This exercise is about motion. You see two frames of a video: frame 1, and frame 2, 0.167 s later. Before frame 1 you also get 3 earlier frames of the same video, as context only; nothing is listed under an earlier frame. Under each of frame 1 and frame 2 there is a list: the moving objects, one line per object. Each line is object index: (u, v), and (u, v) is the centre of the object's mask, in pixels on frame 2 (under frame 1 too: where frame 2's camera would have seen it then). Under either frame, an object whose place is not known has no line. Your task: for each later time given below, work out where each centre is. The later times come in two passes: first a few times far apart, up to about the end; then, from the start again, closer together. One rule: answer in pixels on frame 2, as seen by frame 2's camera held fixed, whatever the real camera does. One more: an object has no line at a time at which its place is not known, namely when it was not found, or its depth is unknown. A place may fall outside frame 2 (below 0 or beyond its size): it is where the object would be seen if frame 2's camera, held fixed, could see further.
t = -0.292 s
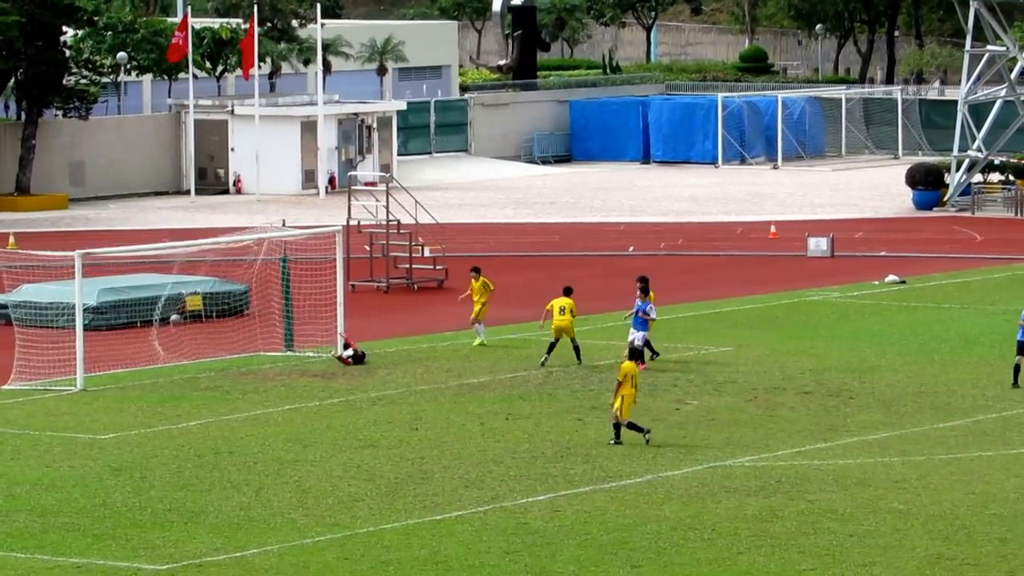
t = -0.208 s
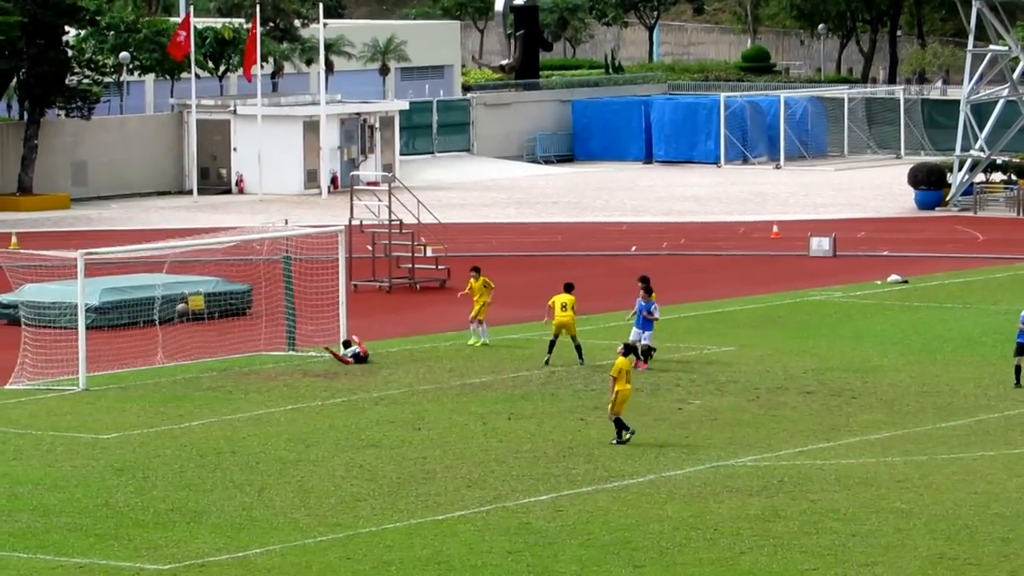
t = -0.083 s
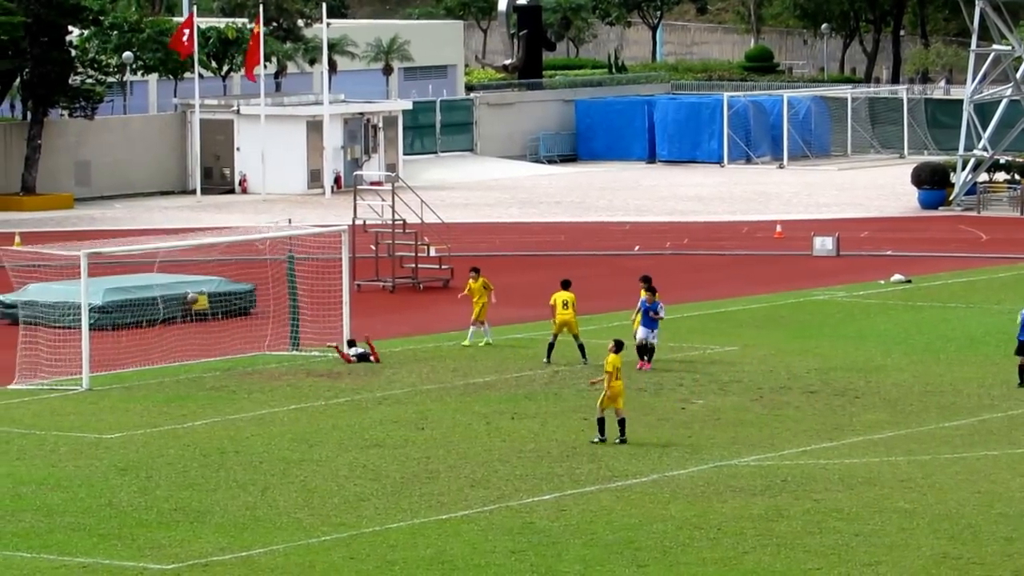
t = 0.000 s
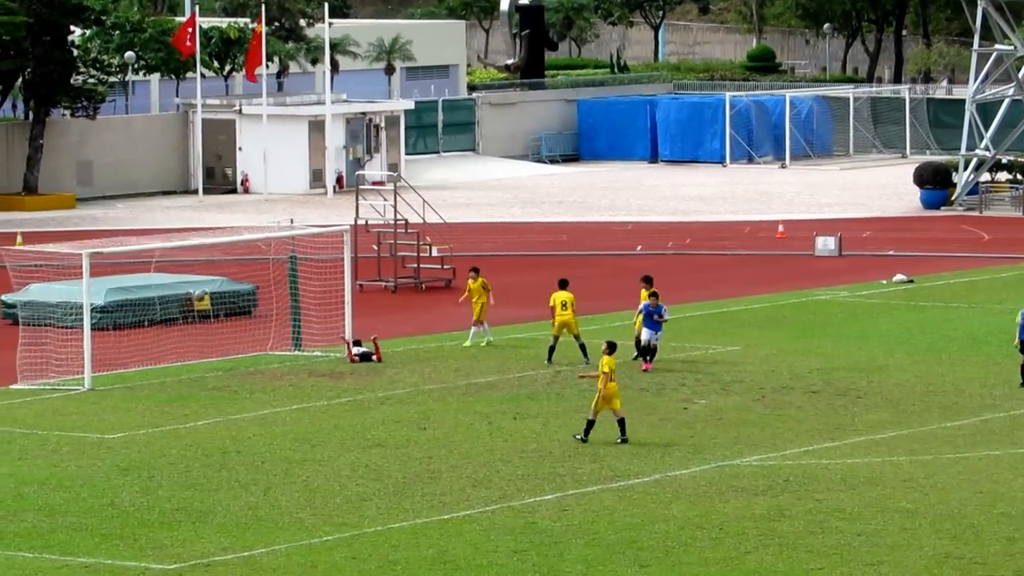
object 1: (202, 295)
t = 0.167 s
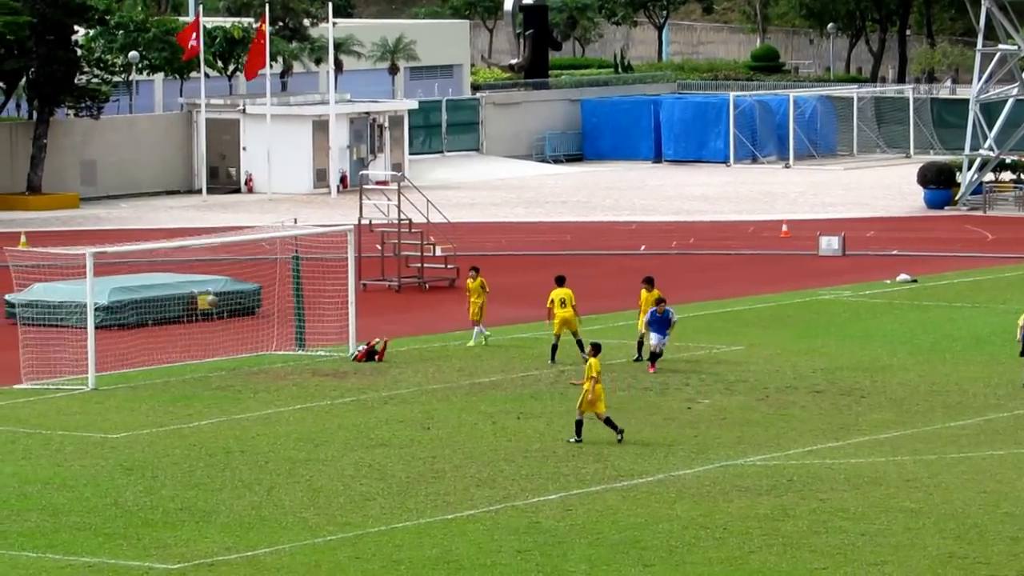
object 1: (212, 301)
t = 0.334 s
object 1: (221, 320)
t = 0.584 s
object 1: (232, 352)
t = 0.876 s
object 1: (230, 338)
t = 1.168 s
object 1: (228, 357)
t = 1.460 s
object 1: (224, 359)
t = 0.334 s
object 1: (221, 320)
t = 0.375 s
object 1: (224, 327)
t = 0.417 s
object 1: (226, 334)
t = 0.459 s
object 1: (228, 343)
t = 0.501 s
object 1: (231, 353)
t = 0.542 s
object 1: (232, 358)
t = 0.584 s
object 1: (232, 352)
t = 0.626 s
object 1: (231, 347)
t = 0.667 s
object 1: (231, 344)
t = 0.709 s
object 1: (231, 341)
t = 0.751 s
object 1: (230, 339)
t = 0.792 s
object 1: (230, 338)
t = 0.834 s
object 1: (230, 337)
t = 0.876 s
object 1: (230, 338)
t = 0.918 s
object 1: (229, 339)
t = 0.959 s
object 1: (229, 342)
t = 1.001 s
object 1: (229, 345)
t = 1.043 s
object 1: (229, 349)
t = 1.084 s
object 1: (228, 354)
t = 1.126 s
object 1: (229, 359)
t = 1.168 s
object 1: (228, 357)
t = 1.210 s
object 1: (227, 355)
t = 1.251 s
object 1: (227, 353)
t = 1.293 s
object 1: (226, 353)
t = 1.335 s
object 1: (226, 354)
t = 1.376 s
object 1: (225, 354)
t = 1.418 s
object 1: (225, 357)
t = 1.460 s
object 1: (224, 359)
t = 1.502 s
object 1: (223, 359)
